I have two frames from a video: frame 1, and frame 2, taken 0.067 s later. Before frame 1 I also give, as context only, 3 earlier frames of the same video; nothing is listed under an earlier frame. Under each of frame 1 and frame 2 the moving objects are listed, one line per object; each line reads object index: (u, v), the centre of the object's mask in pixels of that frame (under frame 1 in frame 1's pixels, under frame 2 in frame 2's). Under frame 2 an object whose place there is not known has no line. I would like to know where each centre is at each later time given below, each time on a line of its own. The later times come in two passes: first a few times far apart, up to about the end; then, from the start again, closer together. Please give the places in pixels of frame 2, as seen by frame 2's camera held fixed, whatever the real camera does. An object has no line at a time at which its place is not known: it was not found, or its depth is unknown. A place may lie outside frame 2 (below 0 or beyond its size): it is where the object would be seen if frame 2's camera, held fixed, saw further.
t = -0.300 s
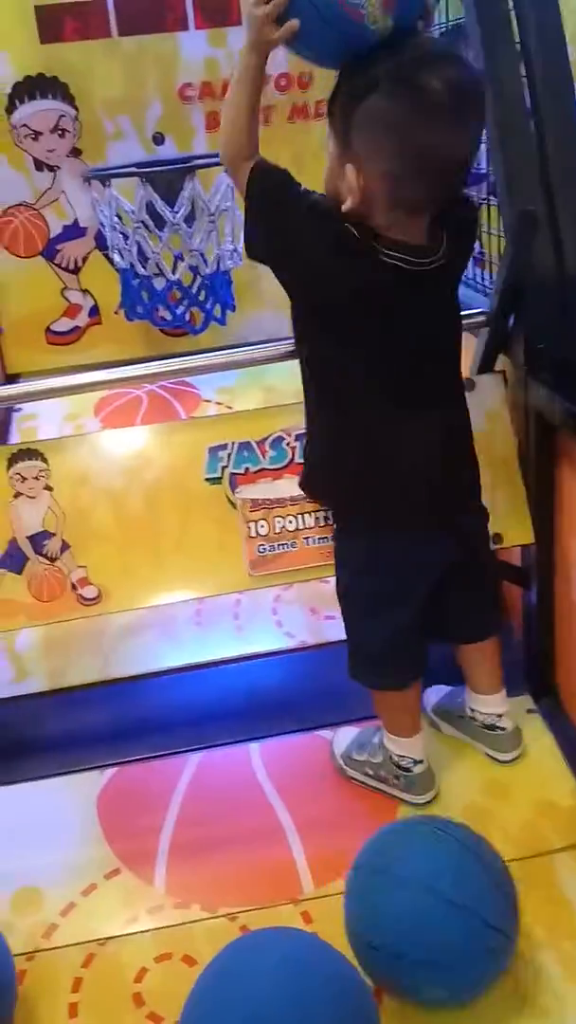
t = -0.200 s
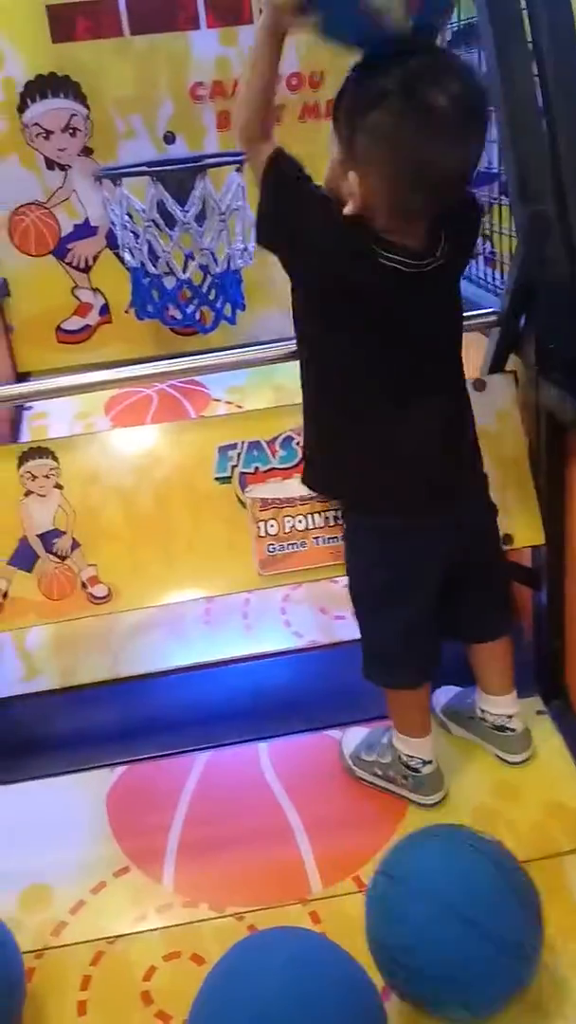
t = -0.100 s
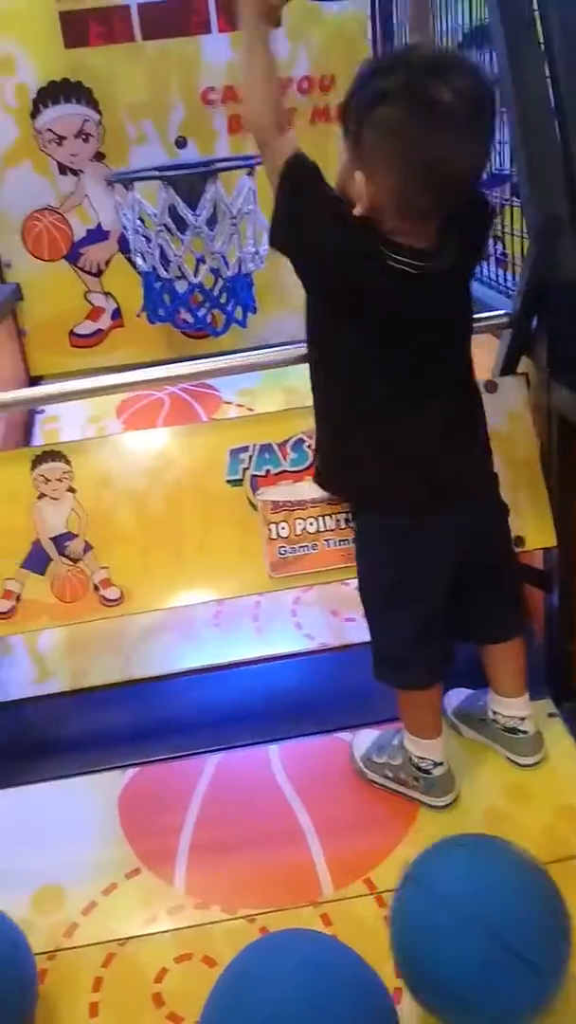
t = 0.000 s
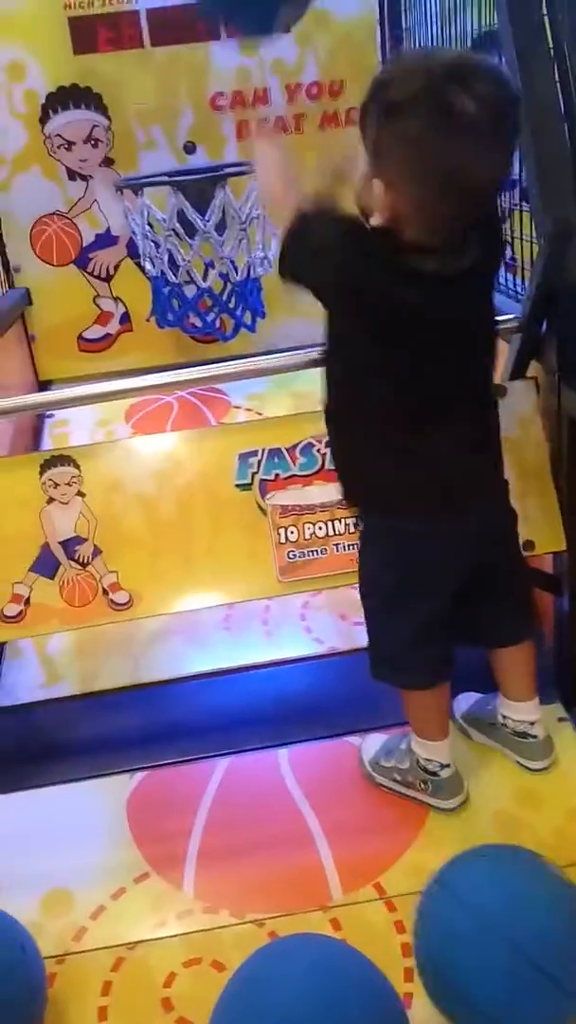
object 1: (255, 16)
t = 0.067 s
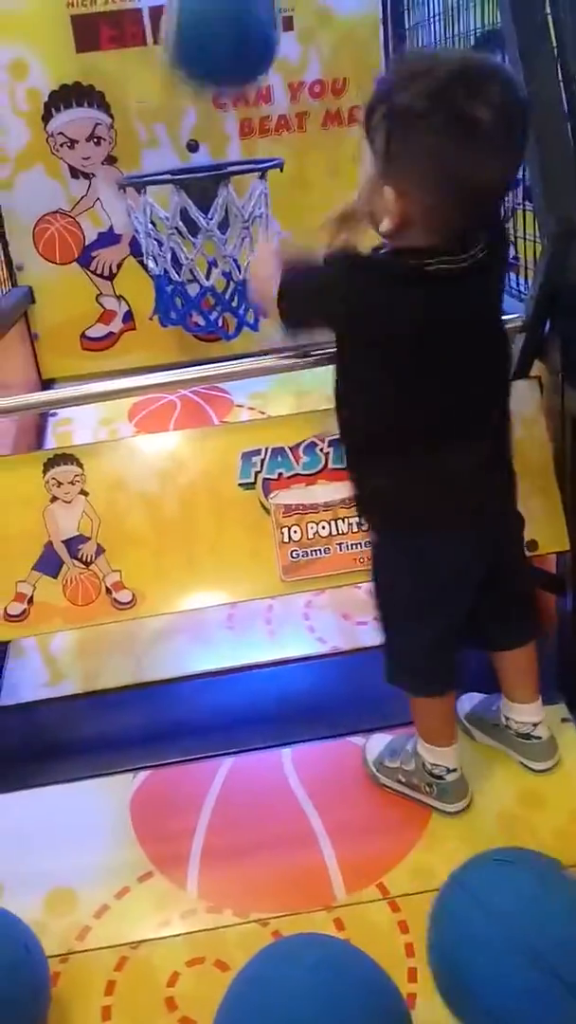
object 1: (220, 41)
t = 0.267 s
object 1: (147, 52)
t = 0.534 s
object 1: (85, 122)
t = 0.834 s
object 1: (51, 210)
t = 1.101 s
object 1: (81, 356)
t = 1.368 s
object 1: (110, 375)
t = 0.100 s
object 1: (208, 68)
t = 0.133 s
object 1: (199, 108)
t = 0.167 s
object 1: (184, 103)
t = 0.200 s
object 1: (172, 79)
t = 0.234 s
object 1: (159, 62)
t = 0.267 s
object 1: (147, 52)
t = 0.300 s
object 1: (138, 49)
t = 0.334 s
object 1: (130, 50)
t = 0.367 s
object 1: (124, 57)
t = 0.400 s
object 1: (118, 70)
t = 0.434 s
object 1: (114, 88)
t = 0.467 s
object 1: (112, 111)
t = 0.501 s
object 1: (103, 127)
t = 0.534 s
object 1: (85, 122)
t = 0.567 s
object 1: (69, 120)
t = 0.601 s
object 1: (58, 120)
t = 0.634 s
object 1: (52, 123)
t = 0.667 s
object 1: (47, 132)
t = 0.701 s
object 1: (43, 146)
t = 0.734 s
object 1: (42, 160)
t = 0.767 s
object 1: (44, 173)
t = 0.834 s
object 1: (51, 210)
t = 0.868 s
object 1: (55, 238)
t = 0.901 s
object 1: (61, 273)
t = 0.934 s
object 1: (69, 319)
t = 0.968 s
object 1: (74, 351)
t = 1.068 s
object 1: (93, 403)
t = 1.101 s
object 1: (81, 356)
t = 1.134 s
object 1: (81, 346)
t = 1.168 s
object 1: (83, 336)
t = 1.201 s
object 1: (84, 330)
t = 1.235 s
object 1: (87, 327)
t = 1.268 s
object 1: (90, 328)
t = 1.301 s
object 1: (94, 333)
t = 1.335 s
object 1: (99, 342)
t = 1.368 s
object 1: (110, 375)
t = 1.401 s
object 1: (117, 398)
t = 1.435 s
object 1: (116, 373)
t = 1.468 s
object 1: (117, 359)
